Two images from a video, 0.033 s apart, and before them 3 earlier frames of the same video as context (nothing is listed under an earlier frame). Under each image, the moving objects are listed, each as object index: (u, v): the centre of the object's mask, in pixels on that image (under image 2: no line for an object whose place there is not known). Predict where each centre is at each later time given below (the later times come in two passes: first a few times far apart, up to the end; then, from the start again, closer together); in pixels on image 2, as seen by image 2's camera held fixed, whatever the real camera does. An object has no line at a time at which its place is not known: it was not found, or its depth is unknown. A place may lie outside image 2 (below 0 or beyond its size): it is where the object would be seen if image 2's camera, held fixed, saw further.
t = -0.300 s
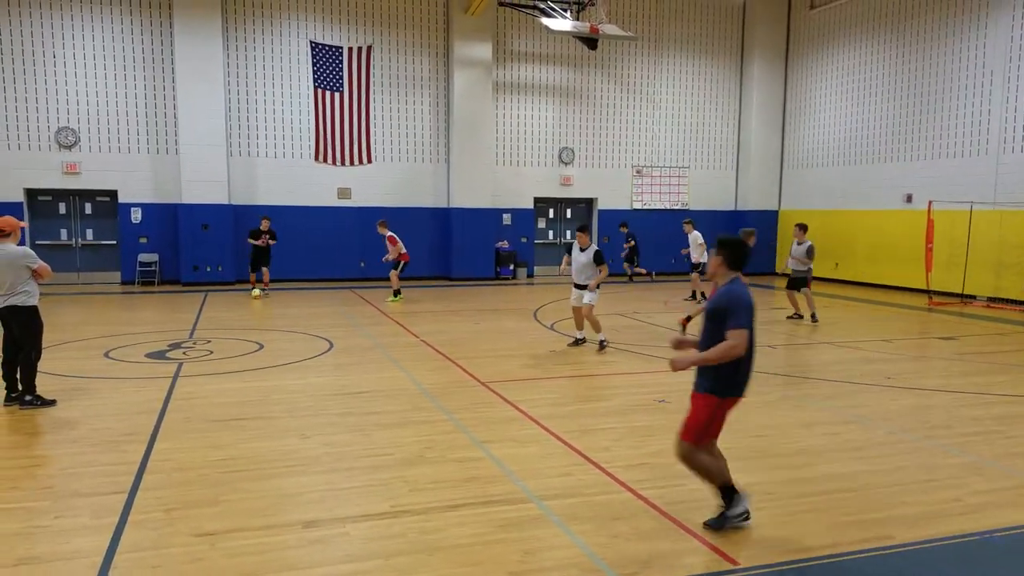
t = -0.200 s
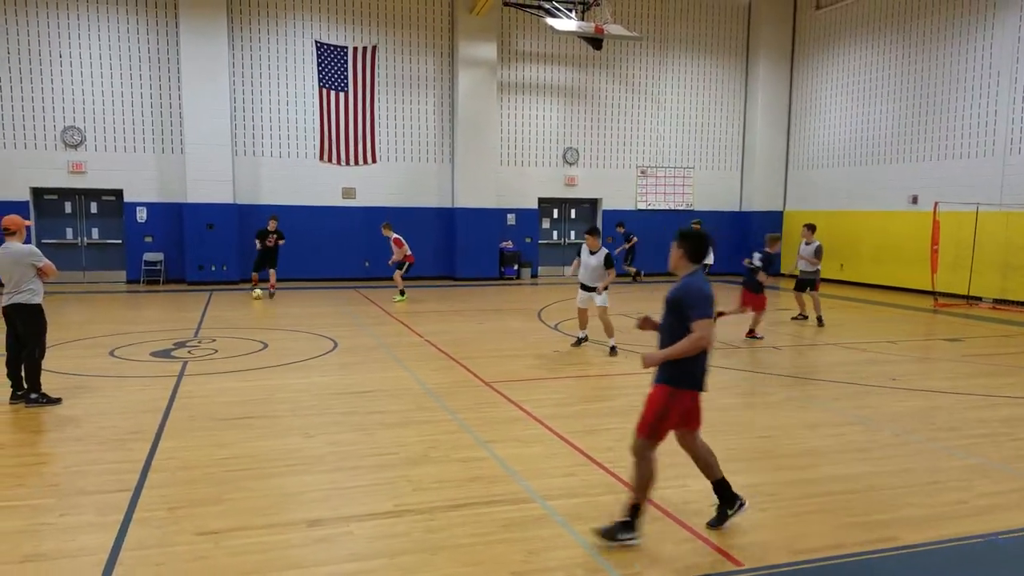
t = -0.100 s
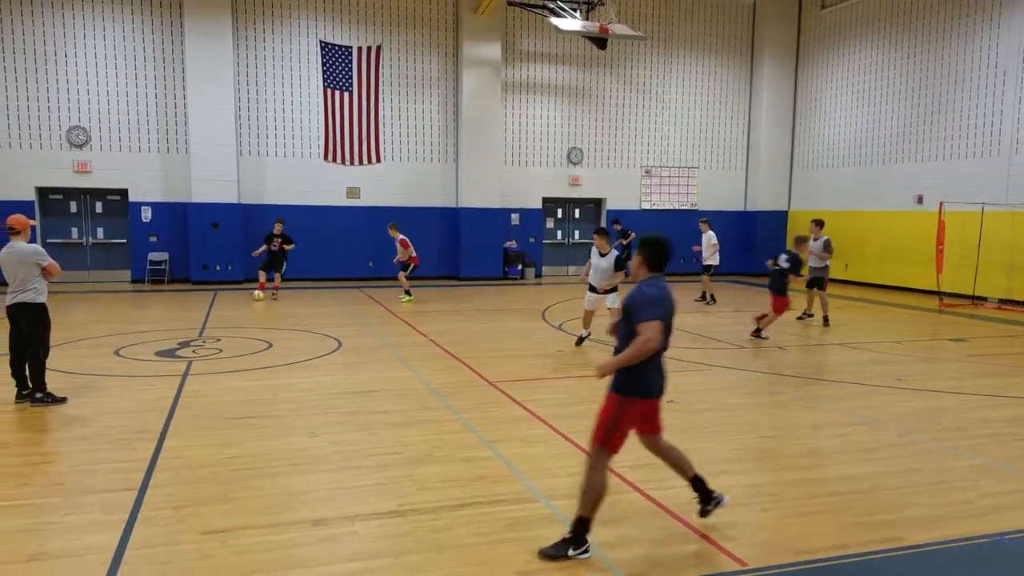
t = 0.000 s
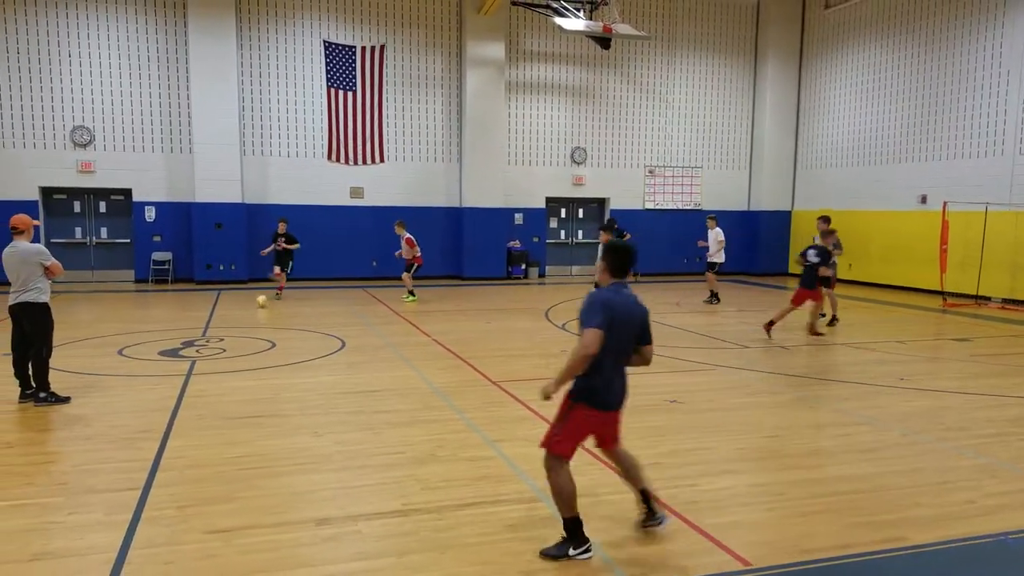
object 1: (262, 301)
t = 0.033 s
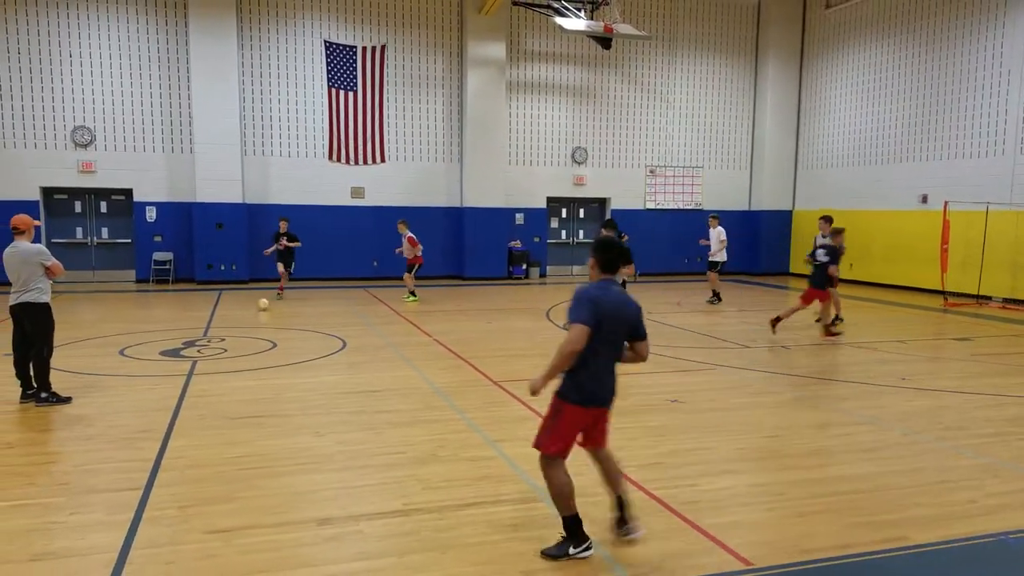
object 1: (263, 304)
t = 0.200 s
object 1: (264, 318)
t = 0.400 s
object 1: (267, 337)
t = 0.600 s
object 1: (270, 364)
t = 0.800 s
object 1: (279, 402)
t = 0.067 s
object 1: (263, 307)
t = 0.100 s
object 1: (263, 310)
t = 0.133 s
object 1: (263, 313)
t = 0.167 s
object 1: (263, 315)
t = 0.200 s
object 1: (264, 318)
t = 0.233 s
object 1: (264, 322)
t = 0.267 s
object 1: (264, 324)
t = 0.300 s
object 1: (264, 326)
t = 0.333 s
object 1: (265, 331)
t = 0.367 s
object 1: (265, 336)
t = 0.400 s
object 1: (267, 337)
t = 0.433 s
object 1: (266, 339)
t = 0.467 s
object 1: (267, 343)
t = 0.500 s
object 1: (267, 351)
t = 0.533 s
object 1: (268, 356)
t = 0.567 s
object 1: (269, 360)
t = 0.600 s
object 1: (270, 364)
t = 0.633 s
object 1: (271, 371)
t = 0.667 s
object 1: (273, 376)
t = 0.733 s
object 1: (276, 387)
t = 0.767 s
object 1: (277, 393)
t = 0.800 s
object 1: (279, 402)
